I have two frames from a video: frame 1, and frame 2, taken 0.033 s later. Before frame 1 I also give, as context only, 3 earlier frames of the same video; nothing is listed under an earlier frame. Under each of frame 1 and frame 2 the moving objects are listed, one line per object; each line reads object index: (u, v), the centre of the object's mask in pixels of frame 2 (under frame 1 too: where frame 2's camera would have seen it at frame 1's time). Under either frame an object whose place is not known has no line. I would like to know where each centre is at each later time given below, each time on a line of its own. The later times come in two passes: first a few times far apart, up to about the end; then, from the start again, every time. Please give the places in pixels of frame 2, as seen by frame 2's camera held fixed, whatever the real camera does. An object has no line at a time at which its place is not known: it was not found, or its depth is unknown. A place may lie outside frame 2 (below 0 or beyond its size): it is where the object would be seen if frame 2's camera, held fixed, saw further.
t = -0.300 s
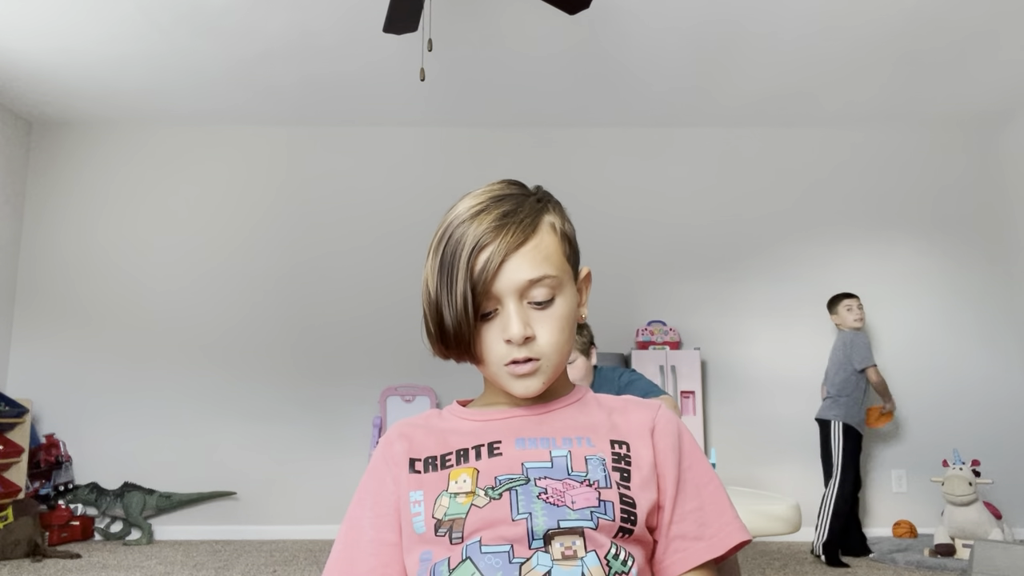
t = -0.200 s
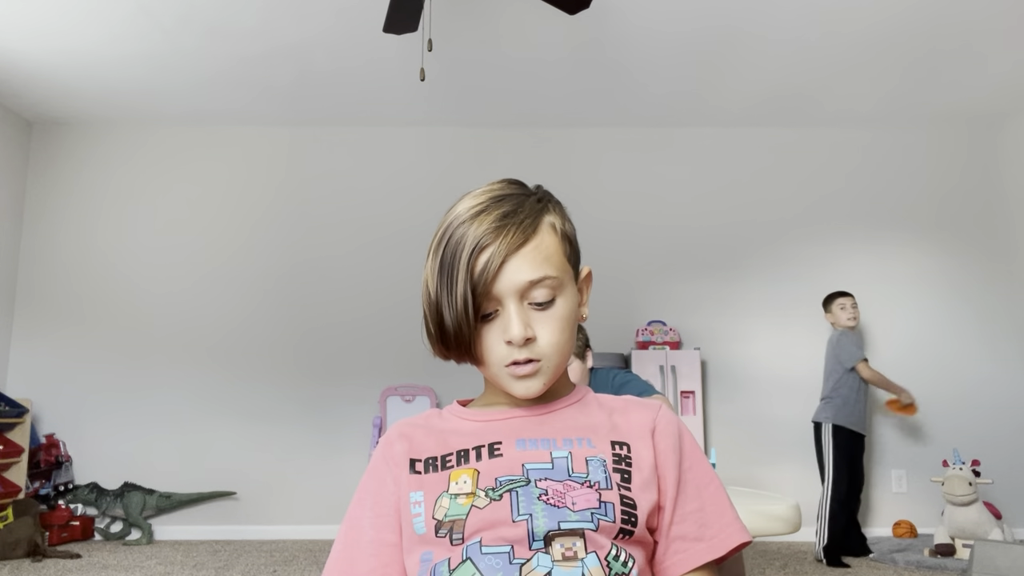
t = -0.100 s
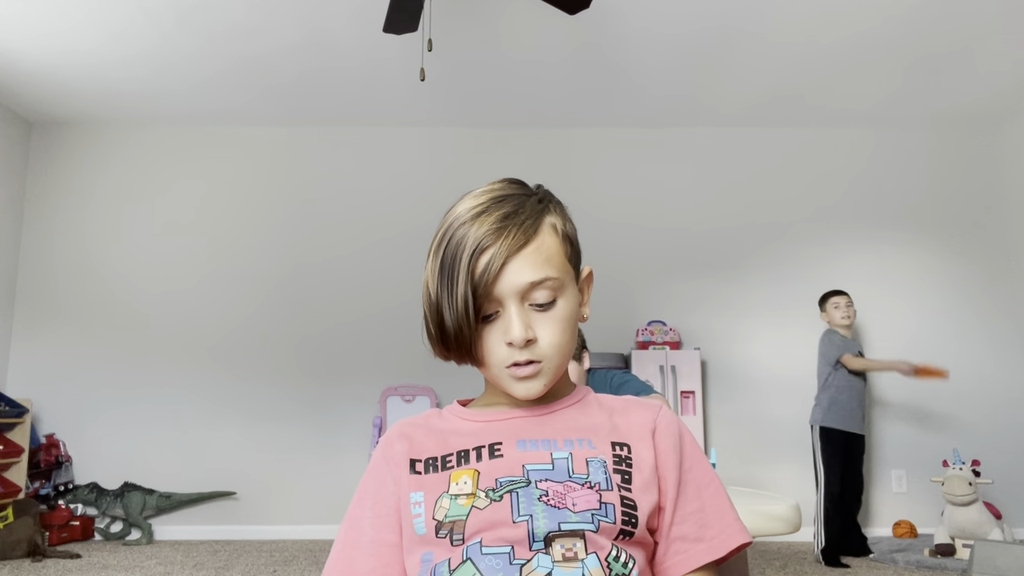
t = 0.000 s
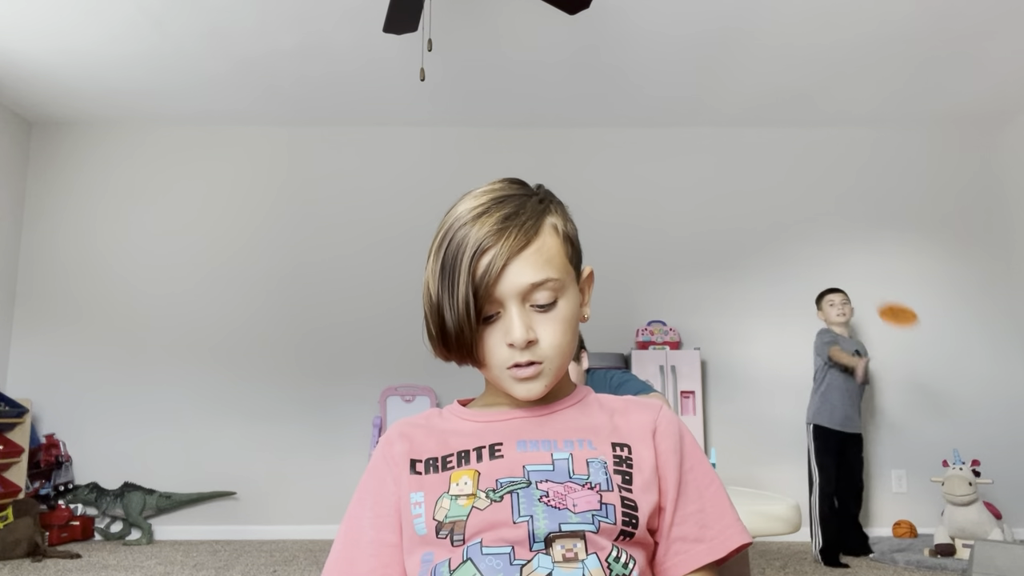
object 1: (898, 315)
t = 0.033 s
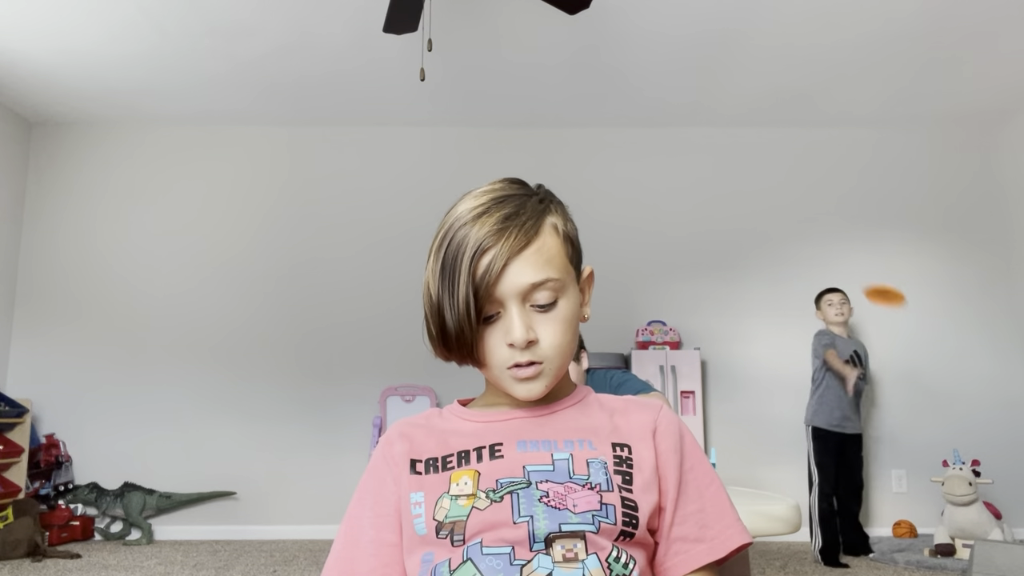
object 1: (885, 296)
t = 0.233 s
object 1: (796, 177)
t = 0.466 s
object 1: (676, 29)
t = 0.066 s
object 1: (872, 276)
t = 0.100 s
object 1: (857, 257)
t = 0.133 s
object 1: (842, 237)
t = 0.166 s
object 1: (827, 218)
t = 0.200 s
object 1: (812, 197)
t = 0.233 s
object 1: (796, 177)
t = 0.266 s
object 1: (780, 156)
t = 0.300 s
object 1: (763, 136)
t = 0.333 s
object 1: (746, 114)
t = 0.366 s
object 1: (728, 92)
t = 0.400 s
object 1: (711, 71)
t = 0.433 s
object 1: (693, 48)
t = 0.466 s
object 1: (676, 29)
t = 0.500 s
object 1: (661, 18)
